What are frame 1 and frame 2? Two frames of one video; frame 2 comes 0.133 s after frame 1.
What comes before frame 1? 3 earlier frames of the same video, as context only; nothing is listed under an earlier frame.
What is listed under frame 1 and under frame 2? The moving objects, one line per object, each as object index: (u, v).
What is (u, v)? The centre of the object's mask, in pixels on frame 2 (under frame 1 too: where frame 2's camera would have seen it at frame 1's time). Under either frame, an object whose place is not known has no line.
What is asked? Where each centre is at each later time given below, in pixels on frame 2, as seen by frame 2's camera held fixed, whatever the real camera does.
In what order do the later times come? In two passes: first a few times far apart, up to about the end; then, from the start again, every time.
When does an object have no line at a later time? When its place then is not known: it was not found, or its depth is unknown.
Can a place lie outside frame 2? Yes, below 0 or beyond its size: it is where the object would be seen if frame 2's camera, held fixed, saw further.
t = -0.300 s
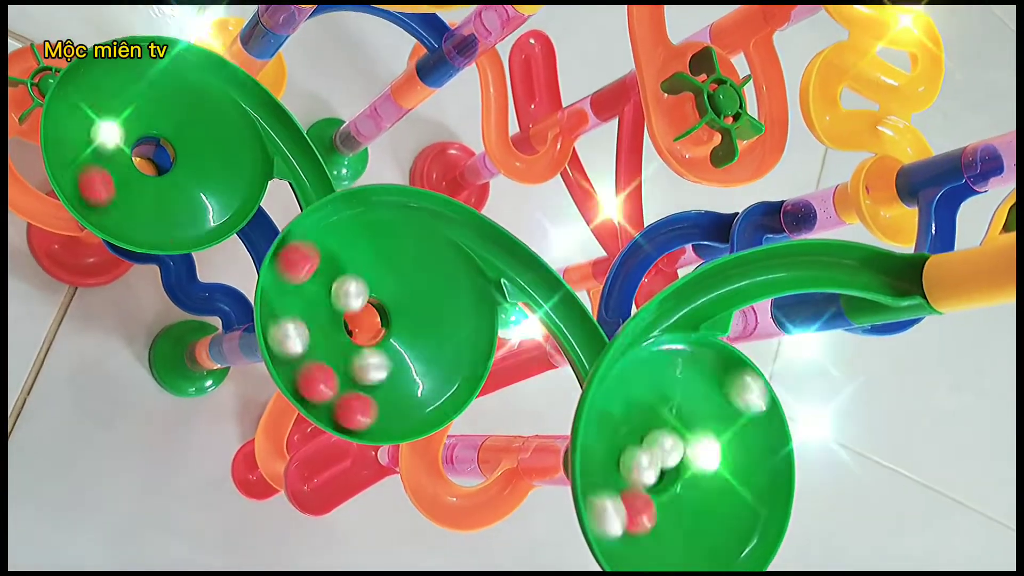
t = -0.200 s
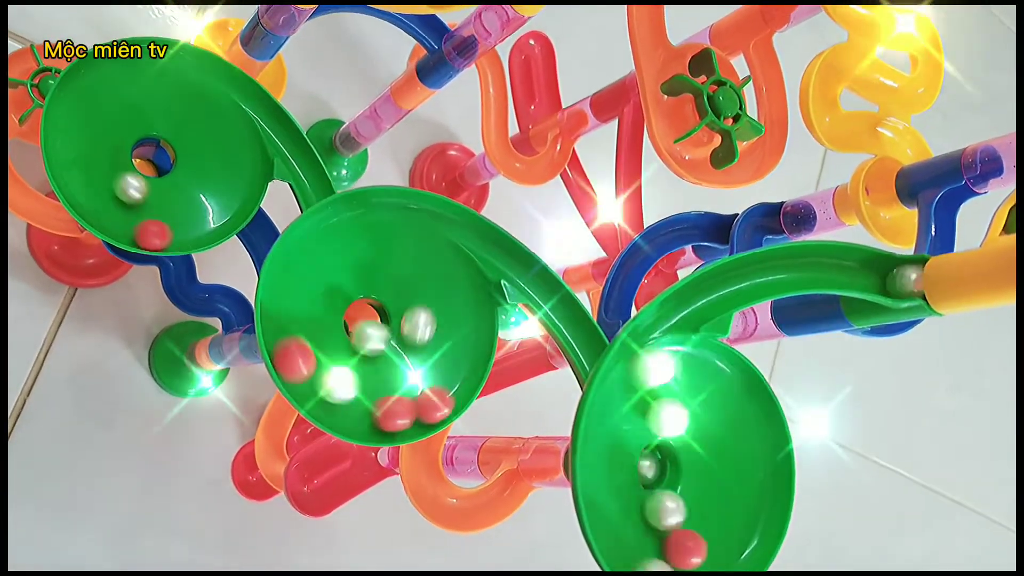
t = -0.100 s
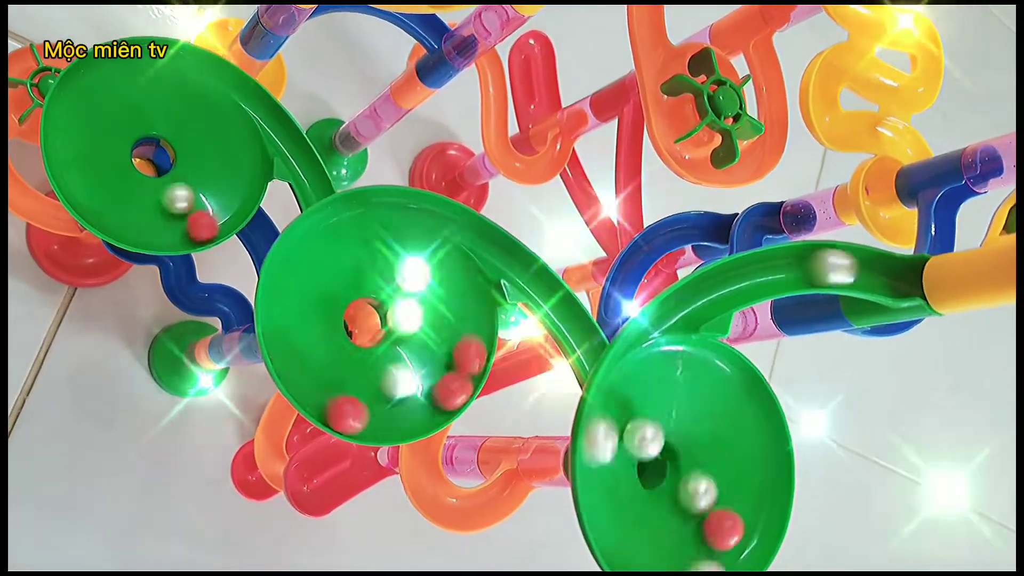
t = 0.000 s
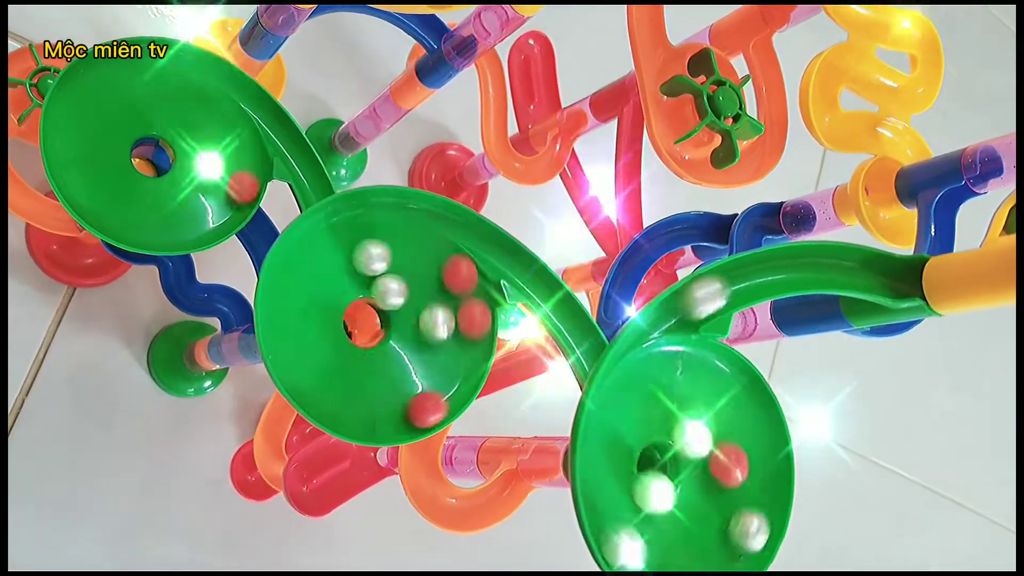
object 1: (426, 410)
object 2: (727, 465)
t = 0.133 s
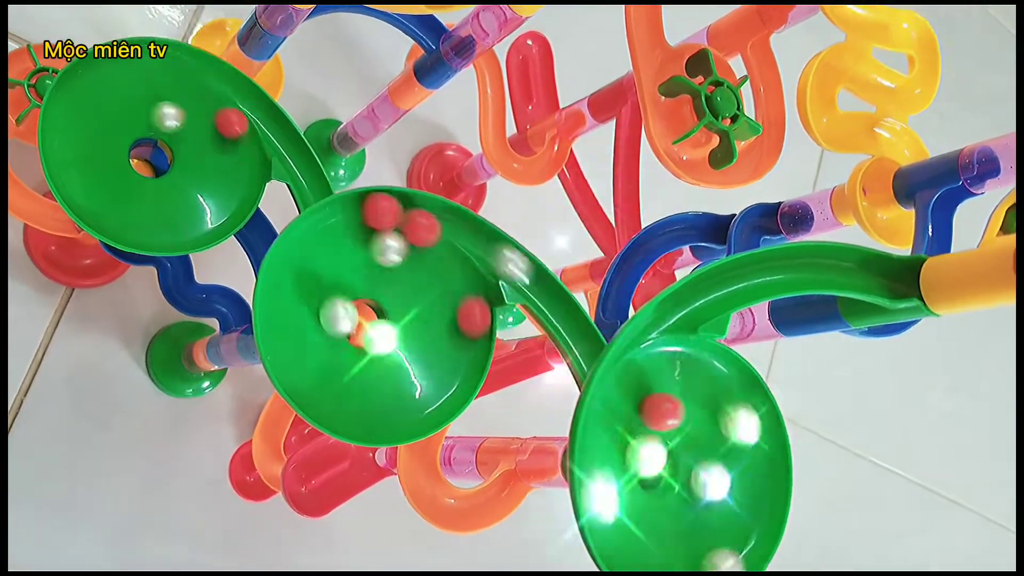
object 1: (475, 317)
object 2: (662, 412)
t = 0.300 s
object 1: (391, 220)
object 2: (622, 483)
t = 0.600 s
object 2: (722, 486)
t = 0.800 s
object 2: (643, 416)
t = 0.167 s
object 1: (470, 289)
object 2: (645, 417)
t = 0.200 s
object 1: (457, 265)
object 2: (632, 428)
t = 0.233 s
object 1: (438, 244)
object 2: (624, 445)
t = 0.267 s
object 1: (416, 230)
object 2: (620, 464)
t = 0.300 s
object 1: (391, 220)
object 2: (622, 483)
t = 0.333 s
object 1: (366, 214)
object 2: (630, 501)
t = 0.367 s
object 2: (640, 521)
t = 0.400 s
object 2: (654, 537)
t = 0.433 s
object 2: (670, 546)
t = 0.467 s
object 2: (686, 548)
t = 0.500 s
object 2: (701, 542)
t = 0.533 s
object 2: (712, 529)
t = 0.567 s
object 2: (720, 511)
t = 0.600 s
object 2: (722, 486)
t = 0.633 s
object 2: (717, 460)
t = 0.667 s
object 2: (706, 437)
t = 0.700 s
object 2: (691, 421)
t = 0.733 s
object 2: (674, 412)
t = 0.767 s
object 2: (657, 411)
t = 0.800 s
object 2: (643, 416)
